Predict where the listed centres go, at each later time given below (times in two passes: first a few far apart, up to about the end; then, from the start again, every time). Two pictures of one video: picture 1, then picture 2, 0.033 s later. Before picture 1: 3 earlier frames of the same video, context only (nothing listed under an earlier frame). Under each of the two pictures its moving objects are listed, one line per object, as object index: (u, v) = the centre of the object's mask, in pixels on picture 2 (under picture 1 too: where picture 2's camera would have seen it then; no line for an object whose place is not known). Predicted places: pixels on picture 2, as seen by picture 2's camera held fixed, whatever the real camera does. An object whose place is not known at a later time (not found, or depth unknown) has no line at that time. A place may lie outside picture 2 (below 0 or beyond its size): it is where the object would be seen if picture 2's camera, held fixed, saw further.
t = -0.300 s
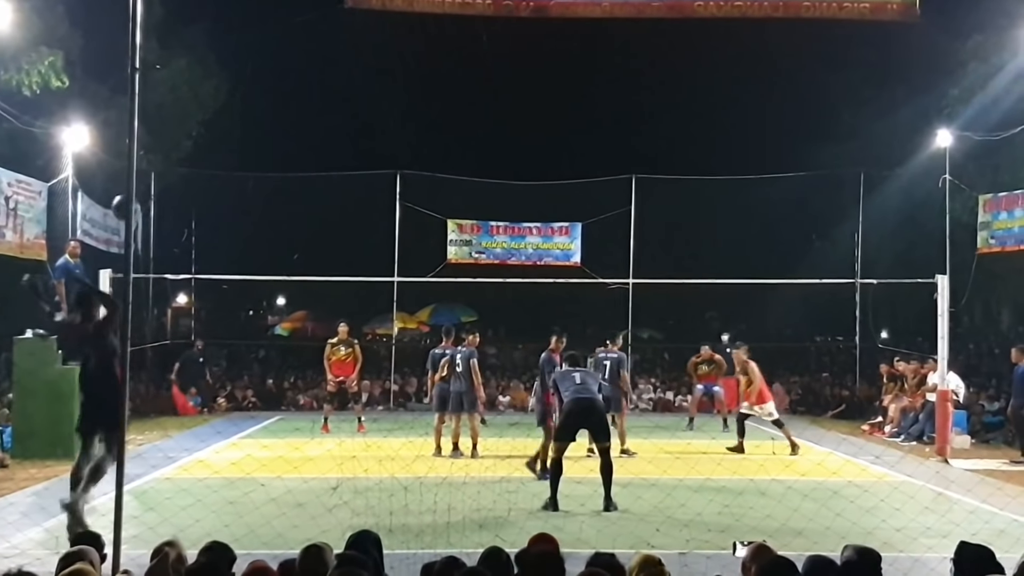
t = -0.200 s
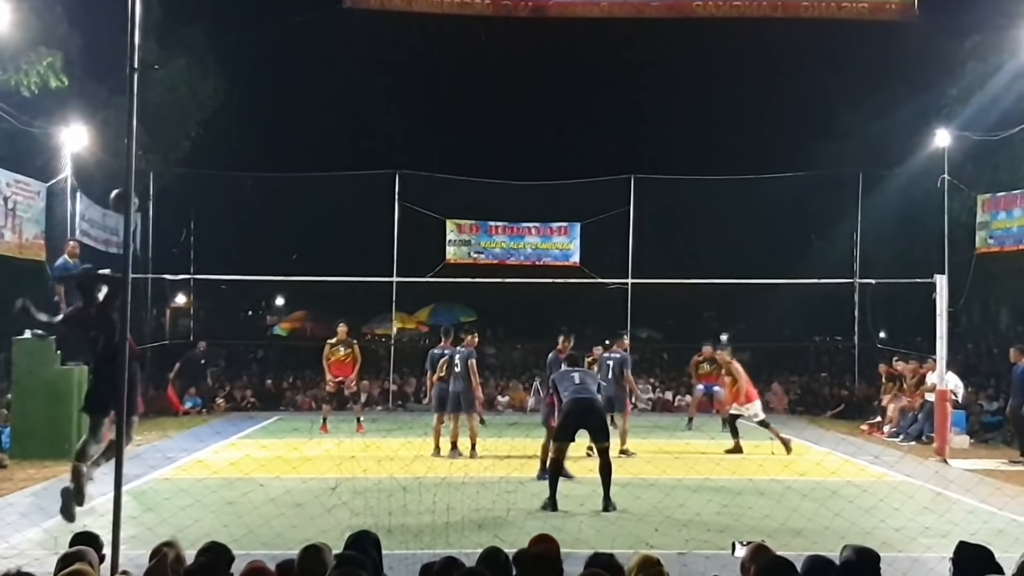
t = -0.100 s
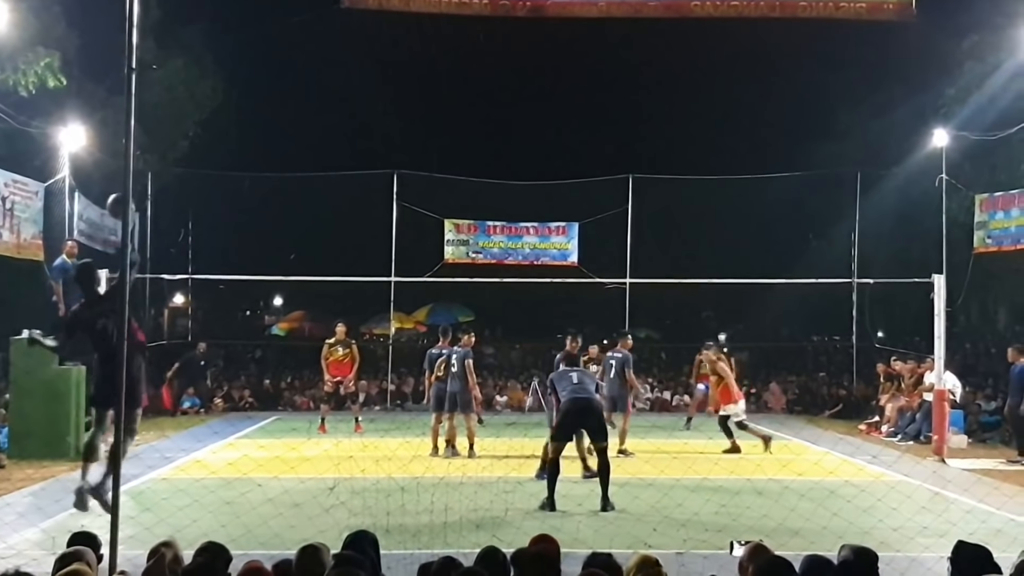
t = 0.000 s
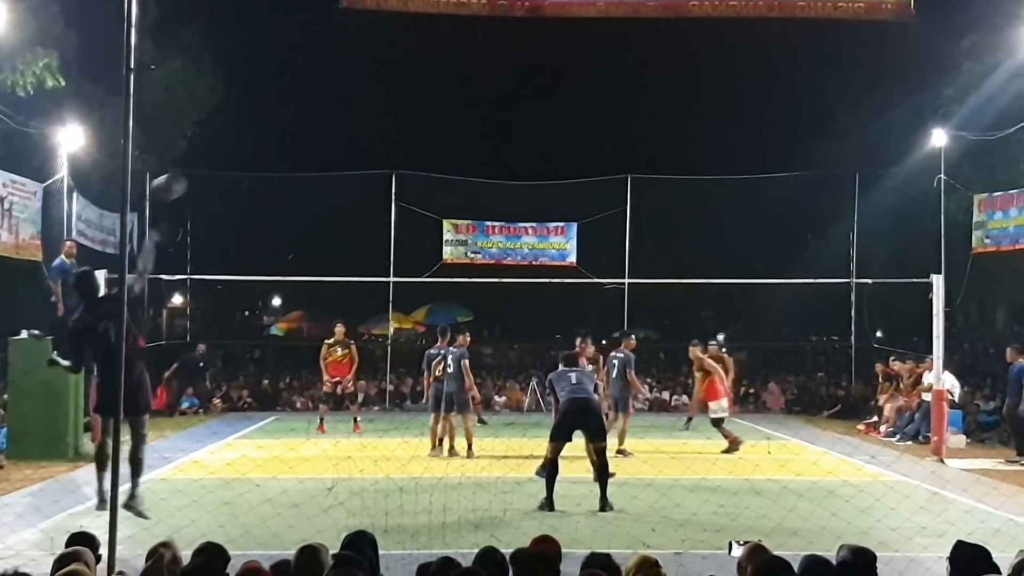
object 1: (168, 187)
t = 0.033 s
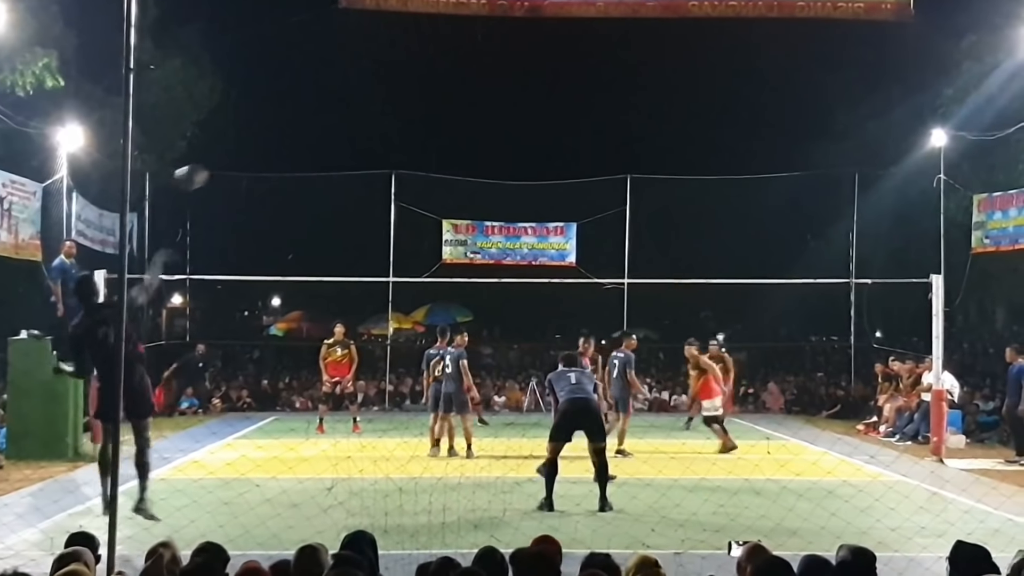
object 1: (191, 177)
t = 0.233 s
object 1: (295, 155)
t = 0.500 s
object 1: (380, 177)
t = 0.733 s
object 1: (425, 231)
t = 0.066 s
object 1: (212, 170)
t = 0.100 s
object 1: (231, 164)
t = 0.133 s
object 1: (249, 160)
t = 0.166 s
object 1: (265, 157)
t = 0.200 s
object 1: (281, 156)
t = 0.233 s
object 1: (295, 155)
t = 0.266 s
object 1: (307, 155)
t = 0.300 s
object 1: (320, 156)
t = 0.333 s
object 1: (332, 158)
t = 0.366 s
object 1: (343, 161)
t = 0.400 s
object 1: (353, 164)
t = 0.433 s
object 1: (363, 167)
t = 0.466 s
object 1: (372, 172)
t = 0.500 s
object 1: (380, 177)
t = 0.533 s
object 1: (388, 183)
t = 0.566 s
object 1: (396, 189)
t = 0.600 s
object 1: (403, 196)
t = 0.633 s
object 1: (409, 204)
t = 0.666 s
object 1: (415, 213)
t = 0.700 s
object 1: (420, 222)
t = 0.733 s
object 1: (425, 231)
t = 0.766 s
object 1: (431, 241)
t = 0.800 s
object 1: (435, 251)
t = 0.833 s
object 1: (439, 261)
